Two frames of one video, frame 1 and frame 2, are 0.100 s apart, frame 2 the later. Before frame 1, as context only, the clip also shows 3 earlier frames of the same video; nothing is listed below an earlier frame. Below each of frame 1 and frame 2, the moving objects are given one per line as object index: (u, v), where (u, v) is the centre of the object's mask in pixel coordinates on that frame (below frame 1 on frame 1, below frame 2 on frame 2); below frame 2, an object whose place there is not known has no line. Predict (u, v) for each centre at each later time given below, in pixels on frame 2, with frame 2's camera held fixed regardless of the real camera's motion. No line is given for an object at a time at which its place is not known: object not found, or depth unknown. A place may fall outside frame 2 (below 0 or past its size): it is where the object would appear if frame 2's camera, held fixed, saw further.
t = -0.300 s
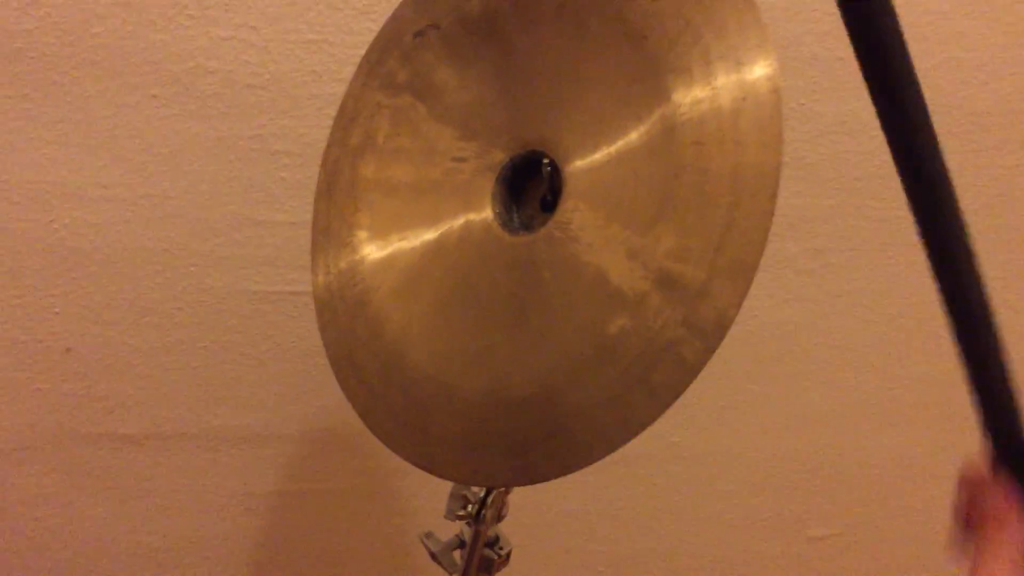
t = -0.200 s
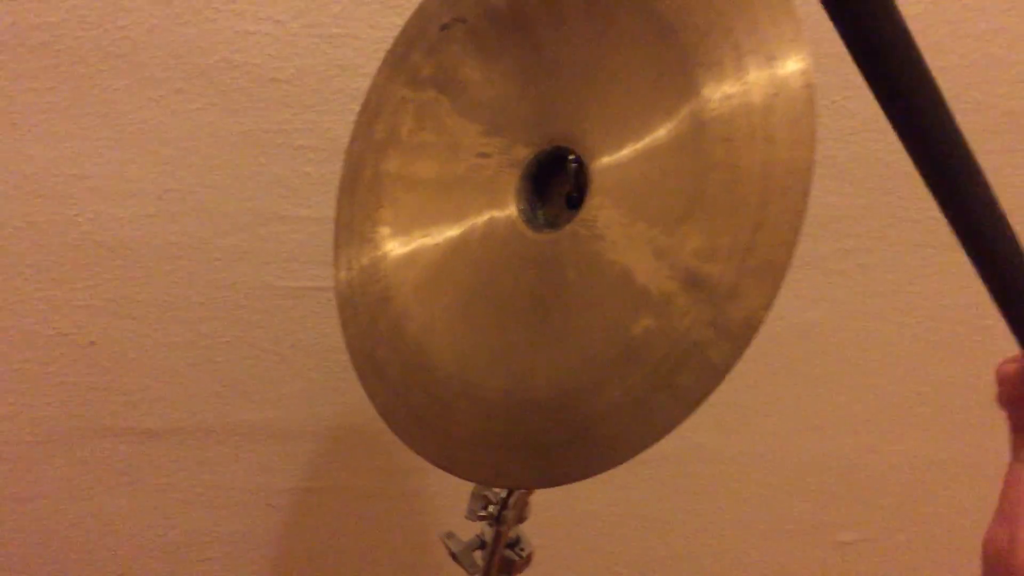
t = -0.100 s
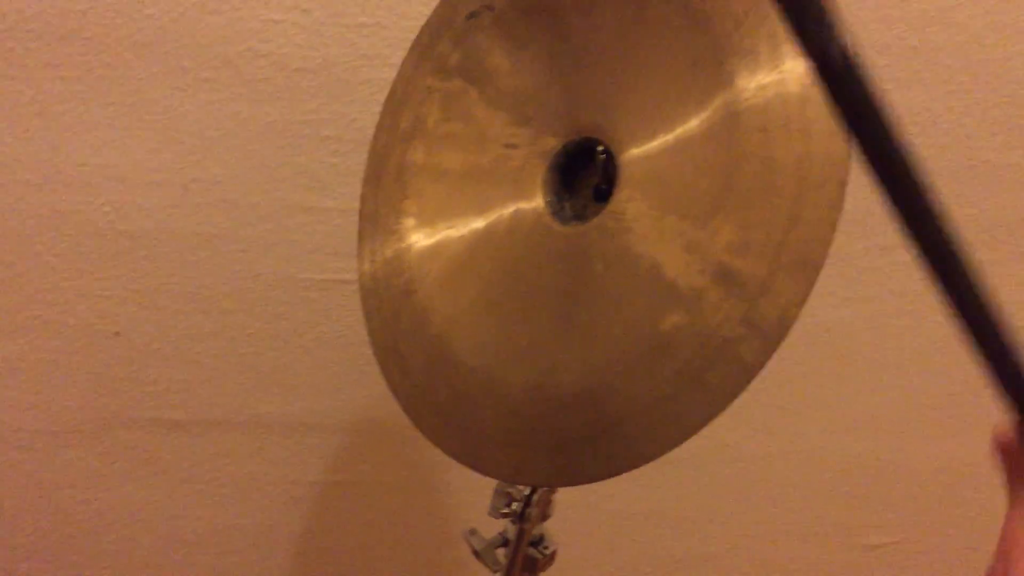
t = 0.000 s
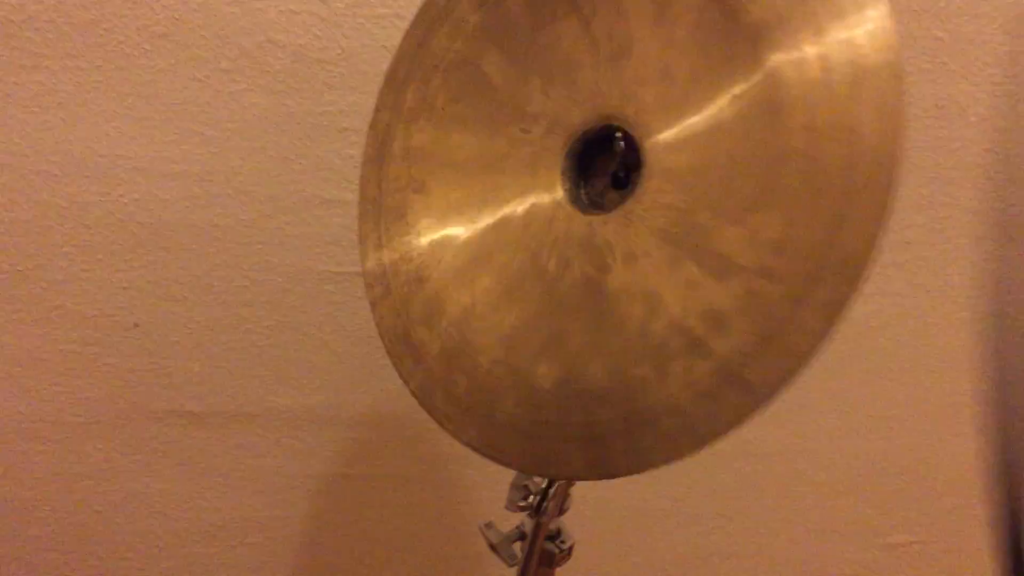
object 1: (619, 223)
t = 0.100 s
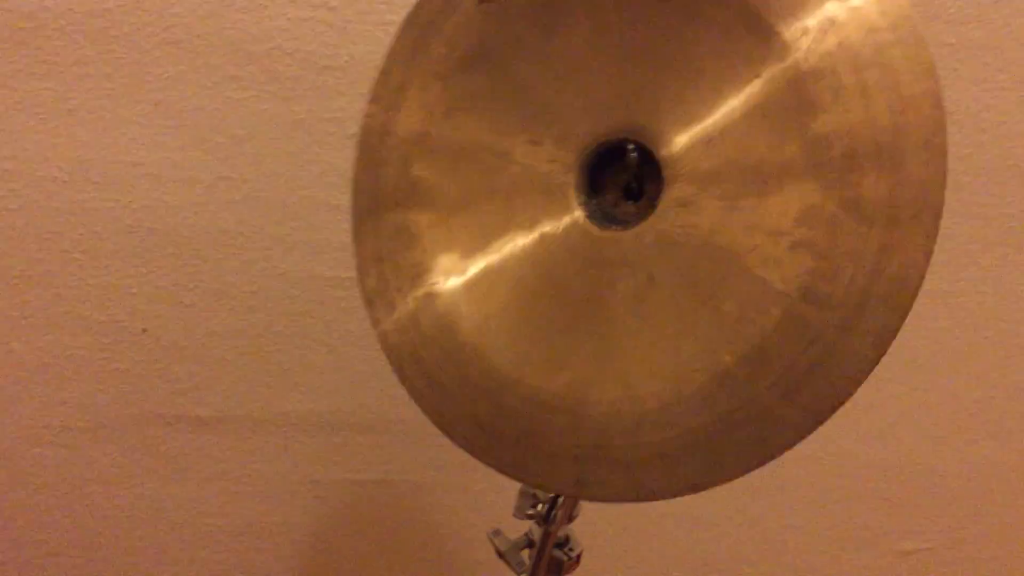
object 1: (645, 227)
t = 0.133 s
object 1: (642, 230)
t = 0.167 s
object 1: (643, 226)
